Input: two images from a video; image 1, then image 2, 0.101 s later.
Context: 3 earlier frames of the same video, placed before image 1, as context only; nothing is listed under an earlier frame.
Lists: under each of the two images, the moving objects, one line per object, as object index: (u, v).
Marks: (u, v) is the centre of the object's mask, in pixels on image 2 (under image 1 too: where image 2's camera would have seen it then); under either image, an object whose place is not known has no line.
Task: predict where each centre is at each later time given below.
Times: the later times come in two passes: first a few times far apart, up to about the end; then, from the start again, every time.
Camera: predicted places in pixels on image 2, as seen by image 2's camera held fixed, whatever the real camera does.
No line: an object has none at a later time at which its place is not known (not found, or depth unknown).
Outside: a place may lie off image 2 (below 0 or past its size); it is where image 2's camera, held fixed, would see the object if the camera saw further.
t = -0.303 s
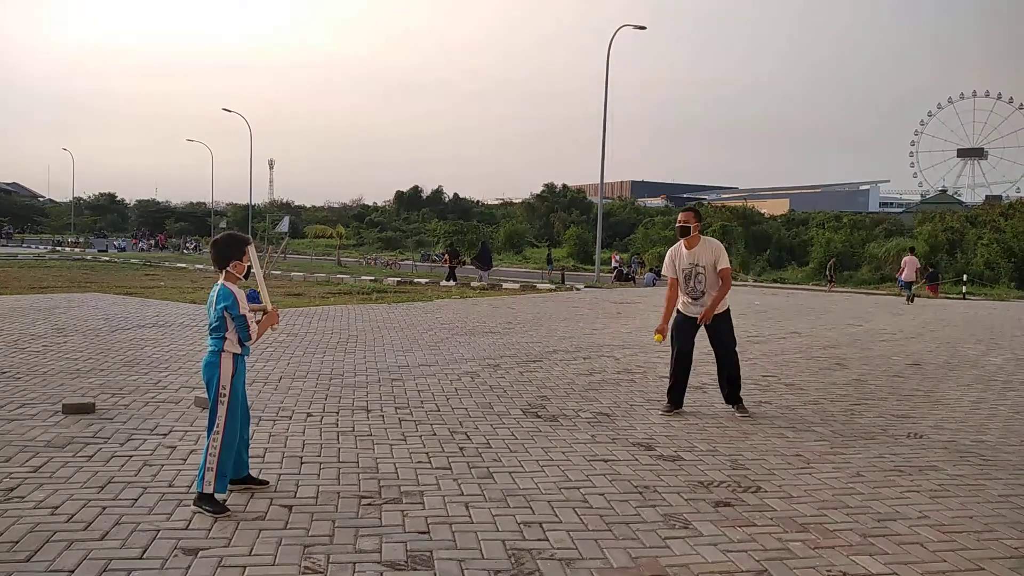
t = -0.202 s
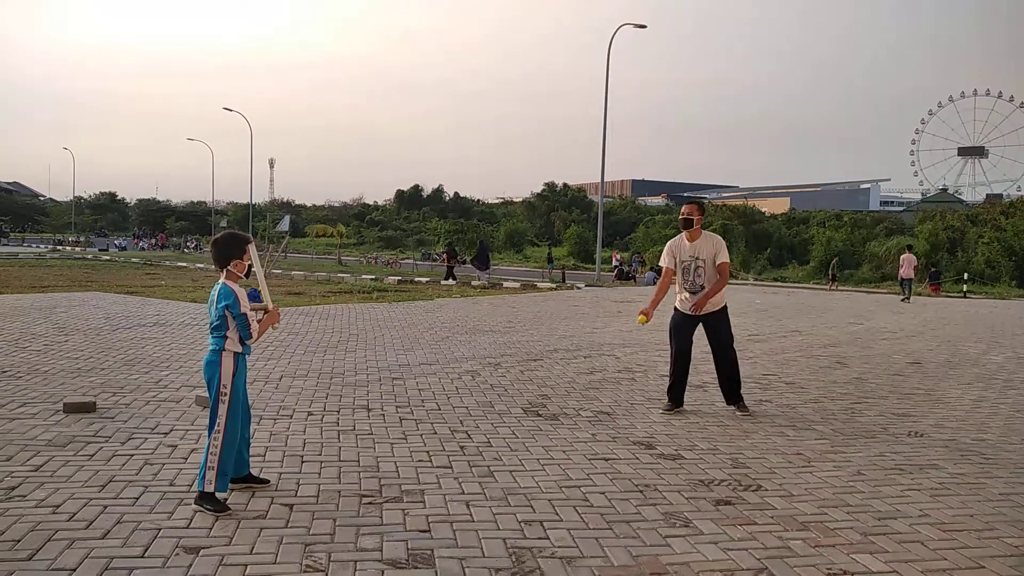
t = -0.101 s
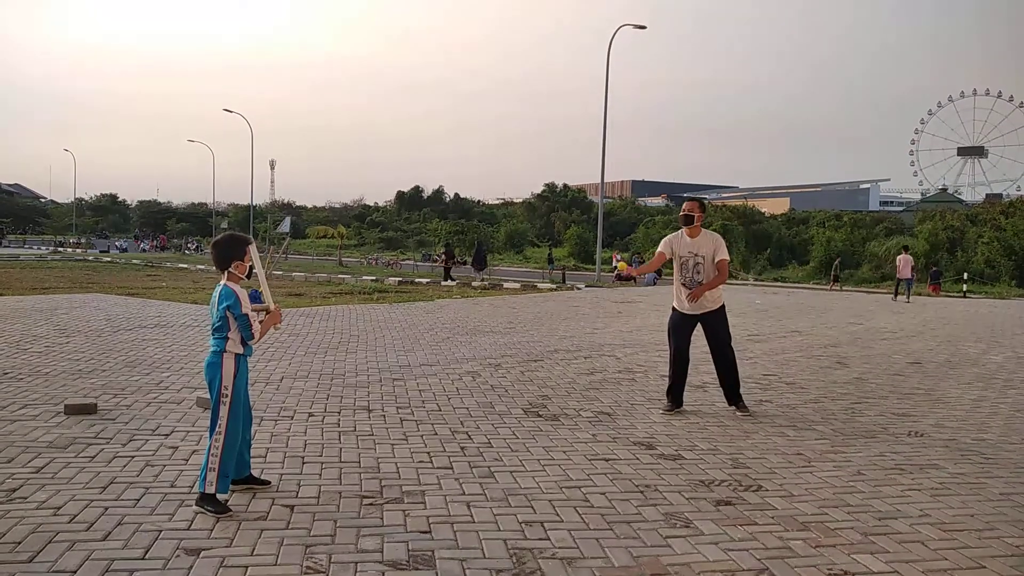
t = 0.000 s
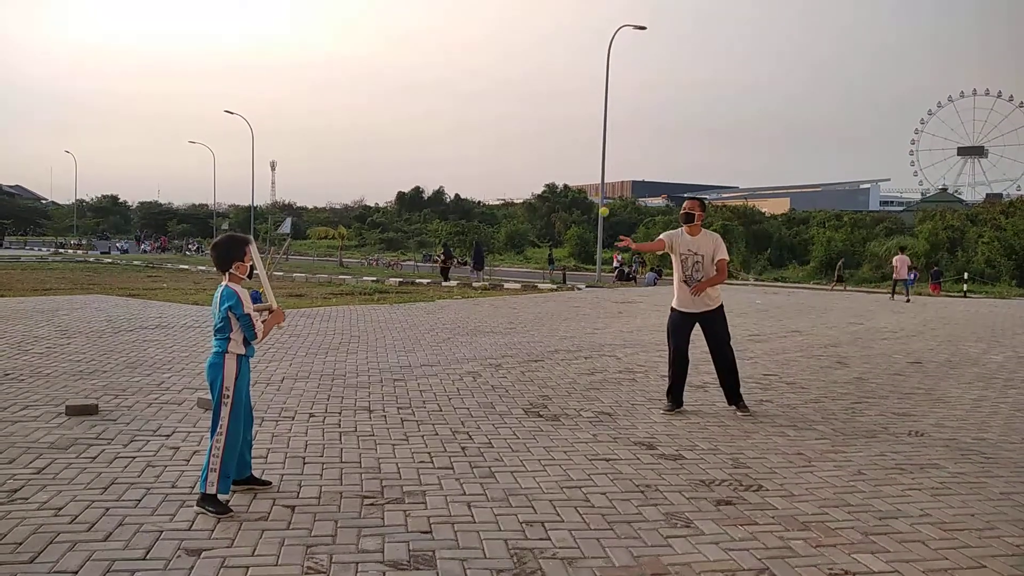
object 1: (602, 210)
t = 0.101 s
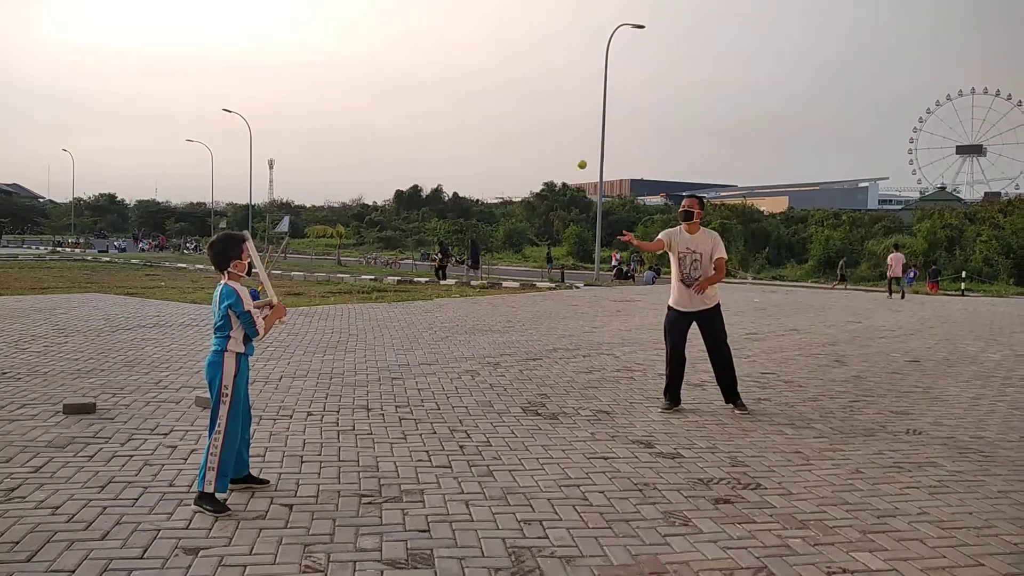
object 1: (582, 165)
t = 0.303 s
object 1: (533, 105)
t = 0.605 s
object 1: (432, 134)
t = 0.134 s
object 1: (575, 151)
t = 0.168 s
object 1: (567, 139)
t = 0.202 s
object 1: (559, 128)
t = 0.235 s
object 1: (550, 119)
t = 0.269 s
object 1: (541, 111)
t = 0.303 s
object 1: (533, 105)
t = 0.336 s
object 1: (523, 100)
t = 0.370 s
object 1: (514, 97)
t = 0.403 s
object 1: (503, 96)
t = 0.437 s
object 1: (493, 97)
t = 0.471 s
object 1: (482, 100)
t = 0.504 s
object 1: (470, 105)
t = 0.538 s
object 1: (458, 112)
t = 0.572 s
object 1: (445, 121)
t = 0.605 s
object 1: (432, 134)
